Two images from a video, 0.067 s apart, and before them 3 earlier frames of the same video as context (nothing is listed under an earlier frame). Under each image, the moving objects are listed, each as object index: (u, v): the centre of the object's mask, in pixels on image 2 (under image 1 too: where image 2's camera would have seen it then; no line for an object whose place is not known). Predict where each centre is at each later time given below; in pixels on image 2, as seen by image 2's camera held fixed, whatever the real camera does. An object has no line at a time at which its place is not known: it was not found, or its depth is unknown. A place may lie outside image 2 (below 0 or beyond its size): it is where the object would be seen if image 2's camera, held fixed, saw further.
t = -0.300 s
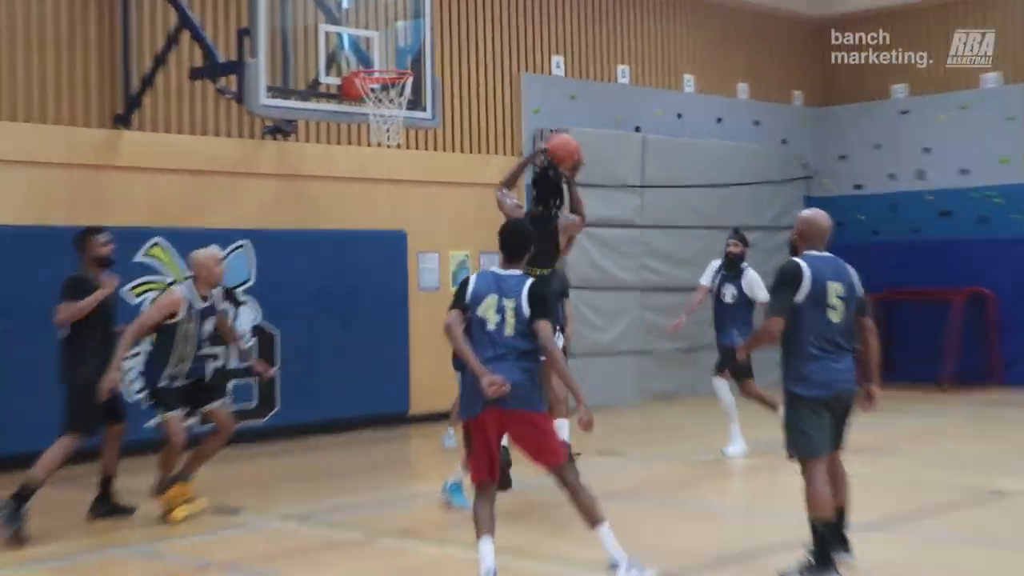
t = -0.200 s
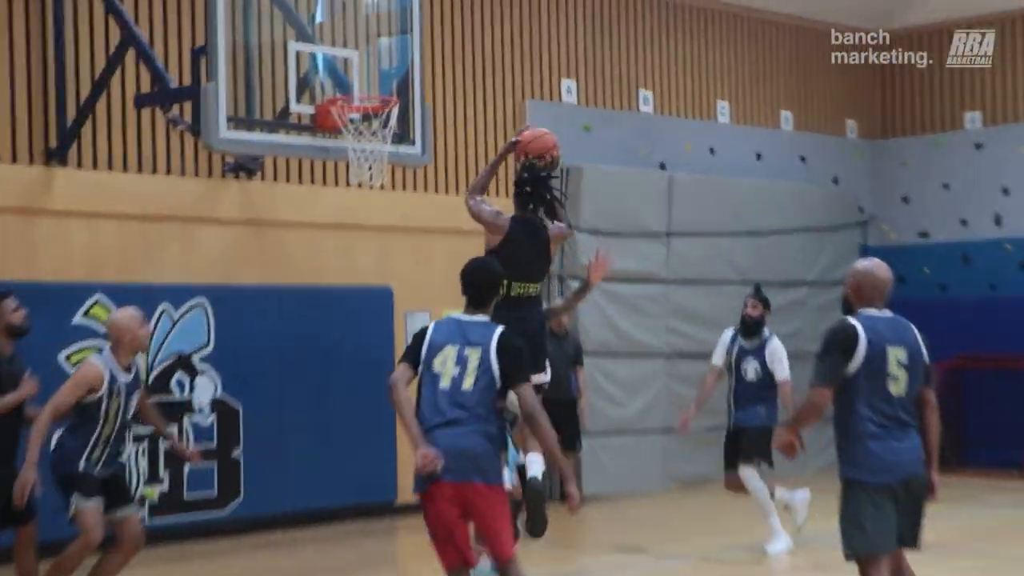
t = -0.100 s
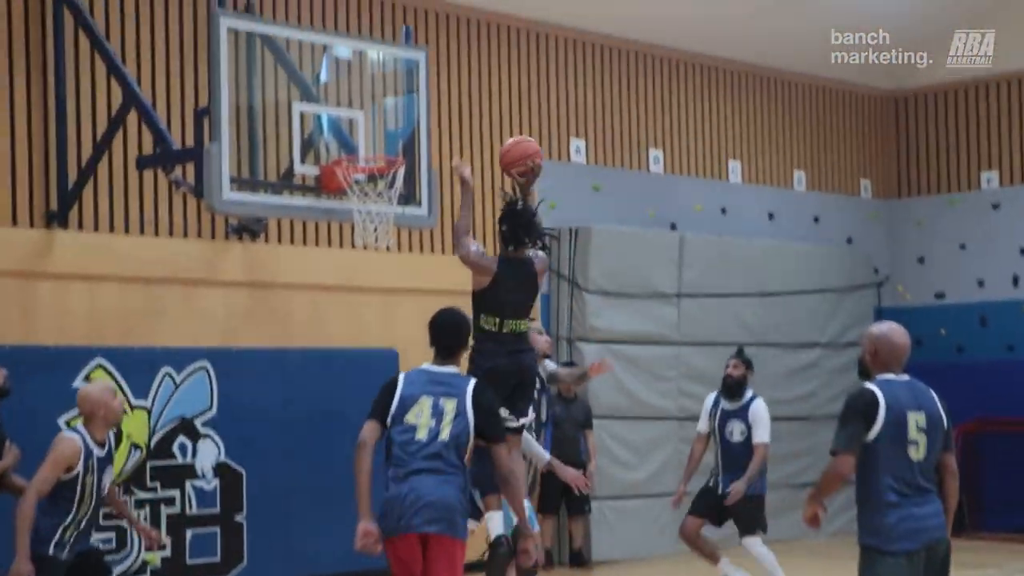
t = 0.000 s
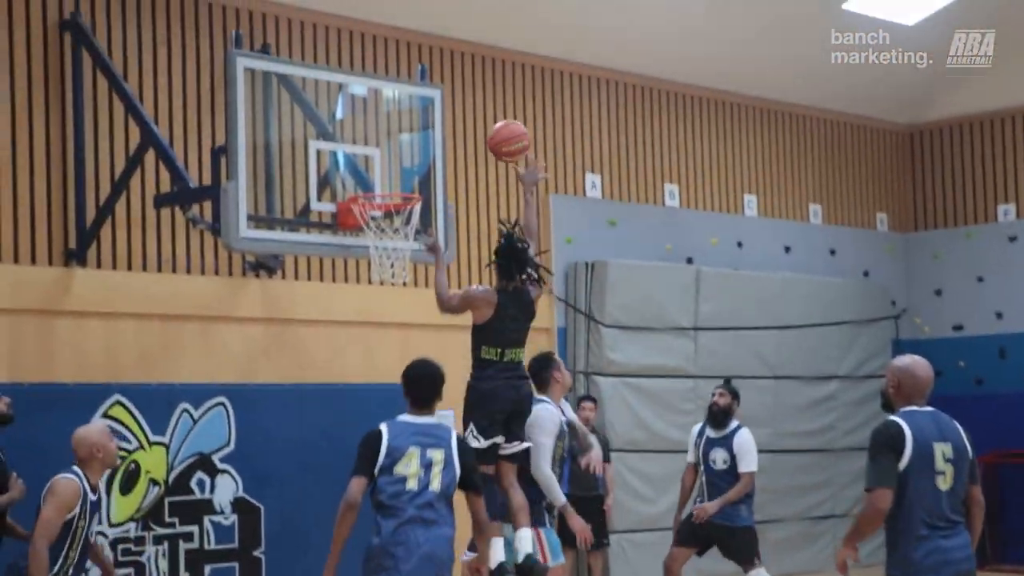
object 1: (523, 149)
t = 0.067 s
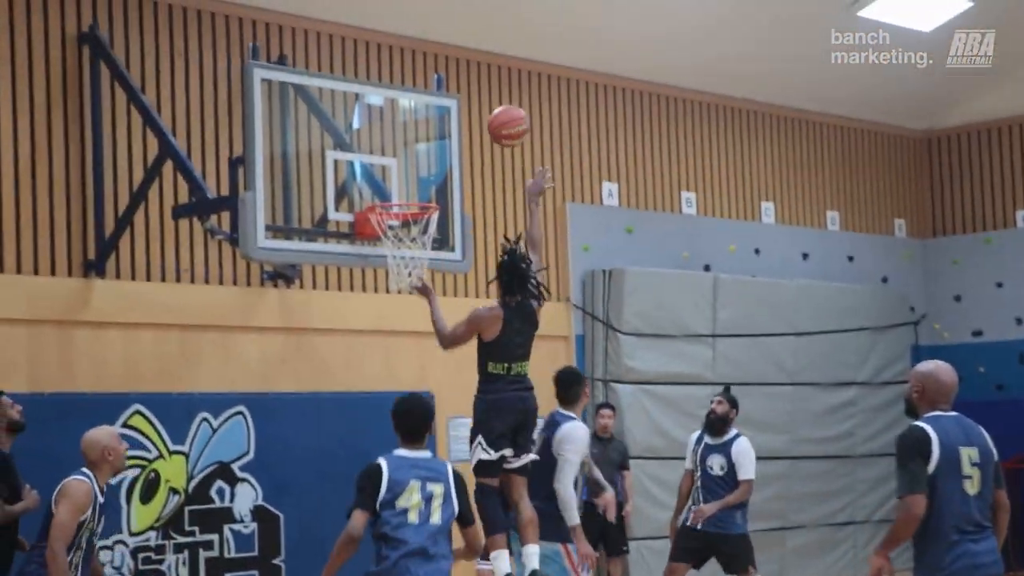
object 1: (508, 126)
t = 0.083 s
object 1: (504, 121)
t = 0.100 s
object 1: (499, 117)
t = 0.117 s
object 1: (495, 114)
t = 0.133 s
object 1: (491, 110)
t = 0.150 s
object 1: (486, 108)
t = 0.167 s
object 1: (483, 106)
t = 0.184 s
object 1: (479, 103)
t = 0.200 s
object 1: (475, 103)
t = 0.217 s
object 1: (472, 102)
